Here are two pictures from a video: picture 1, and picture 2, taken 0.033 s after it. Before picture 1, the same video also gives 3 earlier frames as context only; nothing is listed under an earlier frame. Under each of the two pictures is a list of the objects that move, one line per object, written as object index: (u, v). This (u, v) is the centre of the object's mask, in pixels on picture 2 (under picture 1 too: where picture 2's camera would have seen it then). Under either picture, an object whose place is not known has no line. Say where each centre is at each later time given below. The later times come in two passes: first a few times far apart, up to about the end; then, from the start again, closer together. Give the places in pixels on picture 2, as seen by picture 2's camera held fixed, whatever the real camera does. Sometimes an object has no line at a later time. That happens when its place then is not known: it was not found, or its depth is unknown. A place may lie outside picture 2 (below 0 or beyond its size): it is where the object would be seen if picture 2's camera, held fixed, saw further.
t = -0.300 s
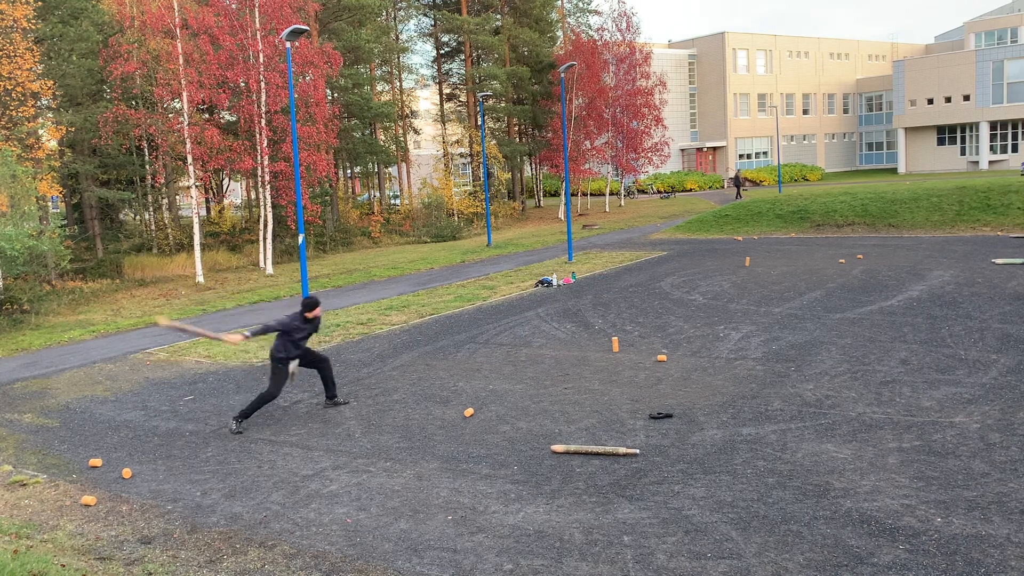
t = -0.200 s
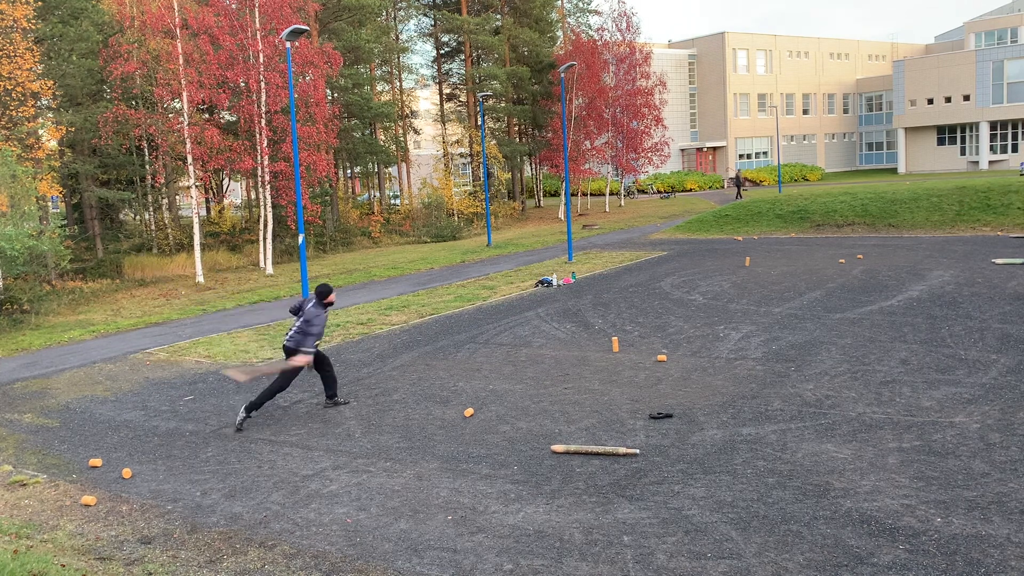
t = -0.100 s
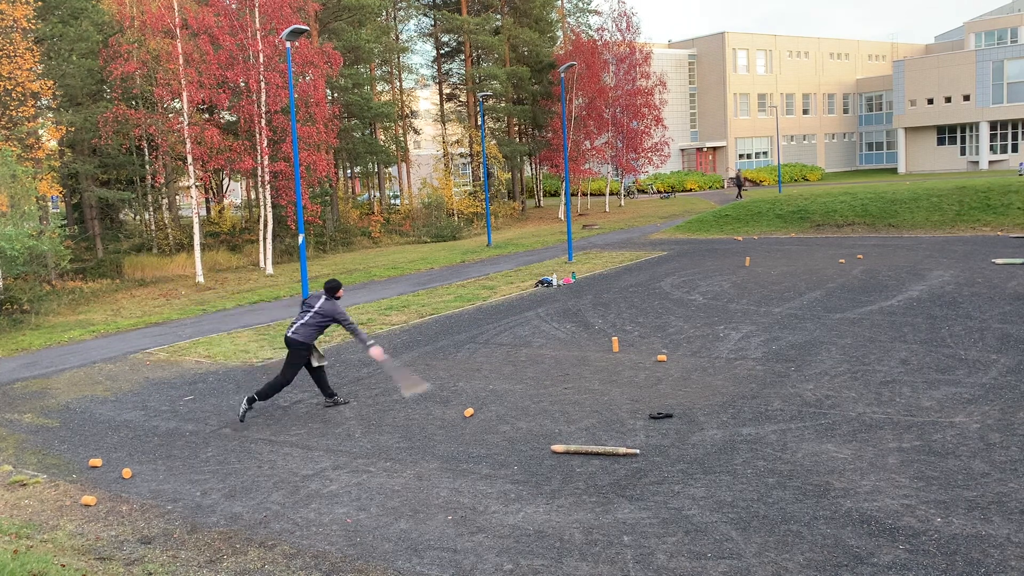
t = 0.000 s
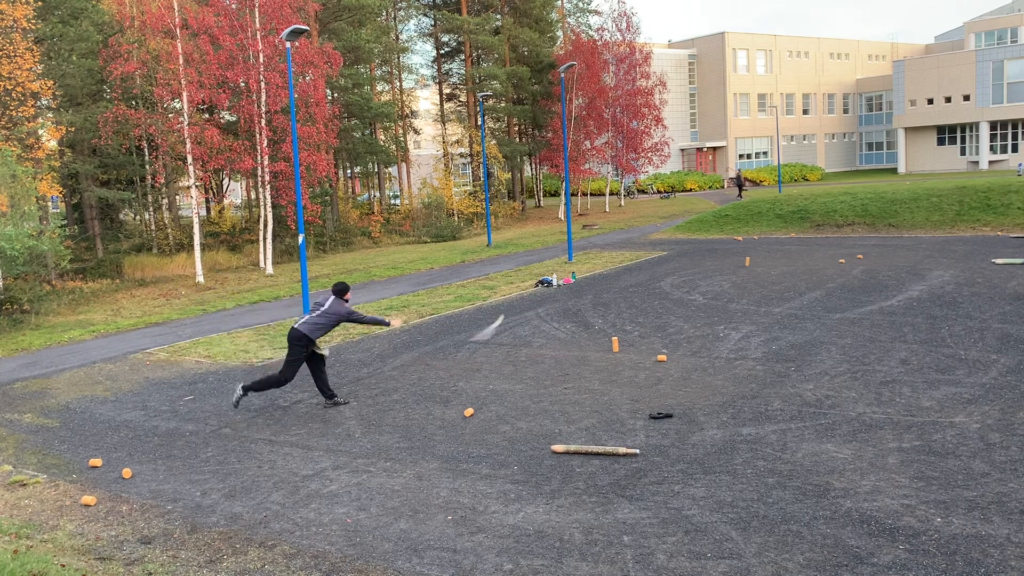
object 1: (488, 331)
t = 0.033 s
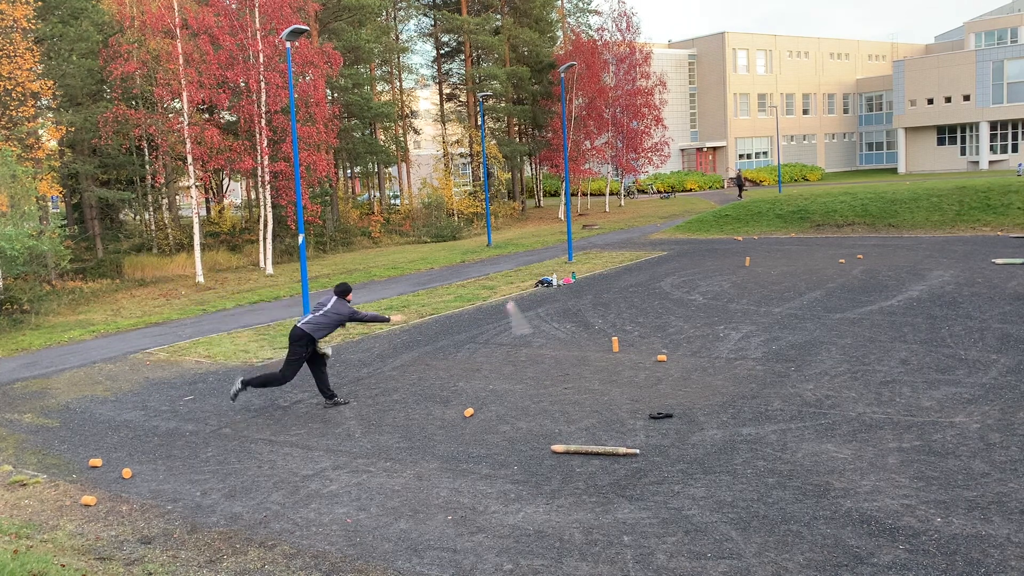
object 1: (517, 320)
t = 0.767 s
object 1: (805, 260)
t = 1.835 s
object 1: (901, 205)
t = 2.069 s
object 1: (906, 199)
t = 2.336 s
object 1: (906, 197)
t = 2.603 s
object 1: (905, 198)
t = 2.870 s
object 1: (905, 198)
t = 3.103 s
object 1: (905, 198)
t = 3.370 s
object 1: (905, 198)
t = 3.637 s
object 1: (906, 197)
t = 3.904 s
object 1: (905, 198)
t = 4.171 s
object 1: (906, 198)
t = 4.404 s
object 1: (905, 198)
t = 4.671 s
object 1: (905, 198)
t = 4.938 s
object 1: (905, 198)
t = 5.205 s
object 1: (905, 198)
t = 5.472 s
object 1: (905, 198)
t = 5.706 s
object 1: (905, 198)
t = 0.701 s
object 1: (794, 266)
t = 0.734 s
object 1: (798, 263)
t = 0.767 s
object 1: (805, 260)
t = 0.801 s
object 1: (811, 259)
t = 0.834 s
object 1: (817, 257)
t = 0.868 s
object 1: (822, 255)
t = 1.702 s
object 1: (896, 211)
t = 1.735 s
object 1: (898, 209)
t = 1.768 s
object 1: (899, 208)
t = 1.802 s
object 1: (900, 206)
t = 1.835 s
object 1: (901, 205)
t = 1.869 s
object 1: (901, 204)
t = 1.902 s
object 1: (903, 204)
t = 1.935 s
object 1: (904, 204)
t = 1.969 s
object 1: (903, 203)
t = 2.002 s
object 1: (906, 202)
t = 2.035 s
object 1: (907, 200)
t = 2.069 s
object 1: (906, 199)
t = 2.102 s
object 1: (907, 198)
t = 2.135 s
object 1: (906, 198)
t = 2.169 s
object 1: (907, 197)
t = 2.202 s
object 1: (907, 197)
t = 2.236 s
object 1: (907, 197)
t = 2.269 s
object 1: (907, 197)
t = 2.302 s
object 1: (906, 197)
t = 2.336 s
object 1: (906, 197)
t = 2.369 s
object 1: (906, 197)
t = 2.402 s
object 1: (906, 197)
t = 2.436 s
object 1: (906, 197)
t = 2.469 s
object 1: (906, 197)
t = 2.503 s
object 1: (905, 198)
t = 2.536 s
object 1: (905, 198)
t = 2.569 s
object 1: (905, 197)
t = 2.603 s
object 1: (905, 198)
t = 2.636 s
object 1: (905, 198)
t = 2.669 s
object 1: (905, 198)
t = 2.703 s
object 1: (905, 198)
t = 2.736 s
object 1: (905, 198)
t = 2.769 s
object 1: (905, 198)
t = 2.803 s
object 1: (905, 198)
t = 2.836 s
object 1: (905, 198)
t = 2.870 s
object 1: (905, 198)
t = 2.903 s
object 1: (905, 198)
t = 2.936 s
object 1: (905, 198)
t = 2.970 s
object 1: (905, 198)
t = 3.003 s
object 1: (905, 198)
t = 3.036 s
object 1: (905, 198)
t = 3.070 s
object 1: (905, 198)
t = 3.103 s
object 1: (905, 198)
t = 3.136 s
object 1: (905, 198)
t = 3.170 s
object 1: (905, 198)
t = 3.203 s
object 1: (905, 198)
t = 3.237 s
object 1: (905, 198)
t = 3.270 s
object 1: (905, 198)
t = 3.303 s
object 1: (905, 198)
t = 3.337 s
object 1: (905, 198)
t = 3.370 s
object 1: (905, 198)
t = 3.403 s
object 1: (905, 198)
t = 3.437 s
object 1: (905, 198)
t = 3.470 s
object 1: (905, 198)
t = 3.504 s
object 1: (905, 198)
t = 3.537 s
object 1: (905, 198)
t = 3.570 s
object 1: (905, 198)
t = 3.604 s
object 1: (905, 198)
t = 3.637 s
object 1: (906, 197)
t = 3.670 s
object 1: (906, 197)
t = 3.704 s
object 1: (905, 198)
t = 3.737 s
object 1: (905, 198)
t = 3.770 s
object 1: (905, 198)
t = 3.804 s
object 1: (906, 197)
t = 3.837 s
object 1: (905, 198)
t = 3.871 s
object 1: (906, 197)
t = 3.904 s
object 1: (905, 198)
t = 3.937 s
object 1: (905, 198)
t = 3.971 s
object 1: (905, 198)
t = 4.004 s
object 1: (905, 198)
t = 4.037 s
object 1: (905, 198)
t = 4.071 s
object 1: (905, 198)
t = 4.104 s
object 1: (906, 198)
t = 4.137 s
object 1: (905, 198)
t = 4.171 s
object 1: (906, 198)
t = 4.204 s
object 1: (905, 198)
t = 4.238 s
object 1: (905, 198)
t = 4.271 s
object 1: (905, 198)
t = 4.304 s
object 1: (905, 197)
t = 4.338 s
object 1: (906, 198)
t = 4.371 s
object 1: (905, 197)
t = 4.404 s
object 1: (905, 198)
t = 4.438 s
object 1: (905, 197)
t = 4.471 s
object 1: (905, 198)
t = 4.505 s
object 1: (905, 198)
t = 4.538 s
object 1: (905, 198)
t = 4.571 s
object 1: (905, 198)
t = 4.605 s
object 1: (905, 198)
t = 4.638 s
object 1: (905, 198)
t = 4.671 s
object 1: (905, 198)
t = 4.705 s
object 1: (905, 198)
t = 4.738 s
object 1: (905, 198)
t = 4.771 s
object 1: (905, 198)
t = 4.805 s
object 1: (905, 198)
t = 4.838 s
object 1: (905, 198)
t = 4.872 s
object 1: (905, 198)
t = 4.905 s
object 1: (905, 198)
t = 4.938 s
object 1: (905, 198)
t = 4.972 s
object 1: (905, 198)
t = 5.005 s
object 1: (905, 198)
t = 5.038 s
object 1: (905, 198)
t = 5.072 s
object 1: (905, 198)
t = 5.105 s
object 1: (905, 198)
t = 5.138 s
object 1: (905, 198)
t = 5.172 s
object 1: (905, 198)
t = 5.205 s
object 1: (905, 198)
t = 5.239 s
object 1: (905, 198)
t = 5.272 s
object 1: (905, 198)
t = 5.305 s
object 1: (905, 198)
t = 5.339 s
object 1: (905, 198)
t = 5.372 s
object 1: (905, 198)
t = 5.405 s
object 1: (905, 198)
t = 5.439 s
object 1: (905, 198)
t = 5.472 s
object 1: (905, 198)
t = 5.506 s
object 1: (905, 198)
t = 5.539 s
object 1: (905, 198)
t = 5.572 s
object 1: (905, 198)
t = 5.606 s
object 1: (905, 198)
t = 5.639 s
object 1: (905, 198)
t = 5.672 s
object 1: (905, 198)
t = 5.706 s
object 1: (905, 198)
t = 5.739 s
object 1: (905, 197)
